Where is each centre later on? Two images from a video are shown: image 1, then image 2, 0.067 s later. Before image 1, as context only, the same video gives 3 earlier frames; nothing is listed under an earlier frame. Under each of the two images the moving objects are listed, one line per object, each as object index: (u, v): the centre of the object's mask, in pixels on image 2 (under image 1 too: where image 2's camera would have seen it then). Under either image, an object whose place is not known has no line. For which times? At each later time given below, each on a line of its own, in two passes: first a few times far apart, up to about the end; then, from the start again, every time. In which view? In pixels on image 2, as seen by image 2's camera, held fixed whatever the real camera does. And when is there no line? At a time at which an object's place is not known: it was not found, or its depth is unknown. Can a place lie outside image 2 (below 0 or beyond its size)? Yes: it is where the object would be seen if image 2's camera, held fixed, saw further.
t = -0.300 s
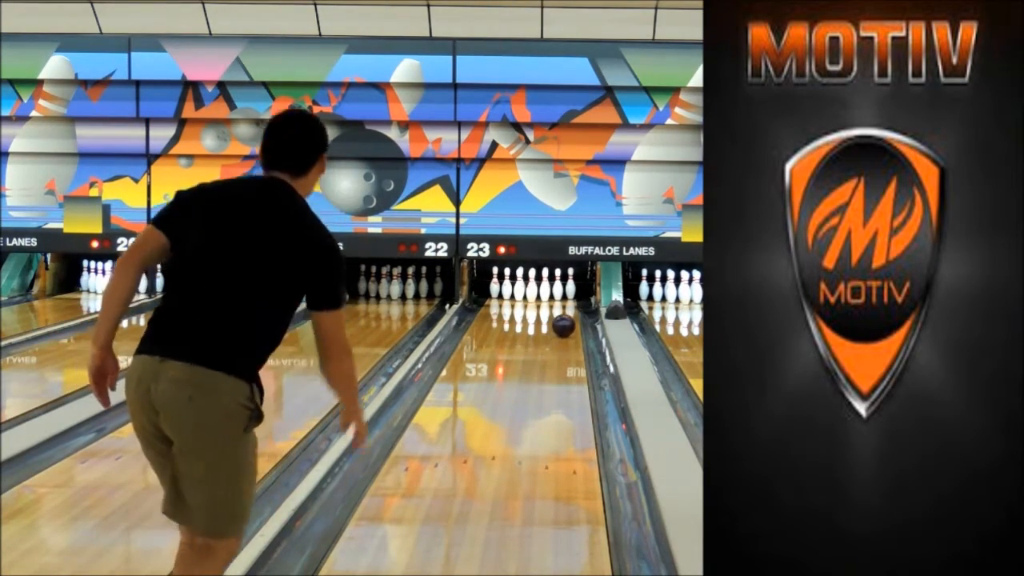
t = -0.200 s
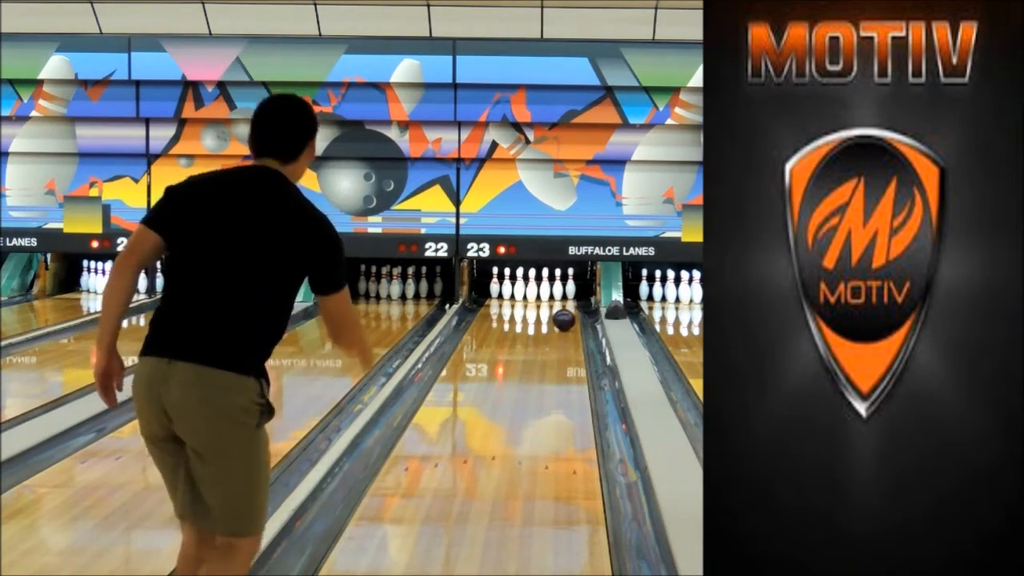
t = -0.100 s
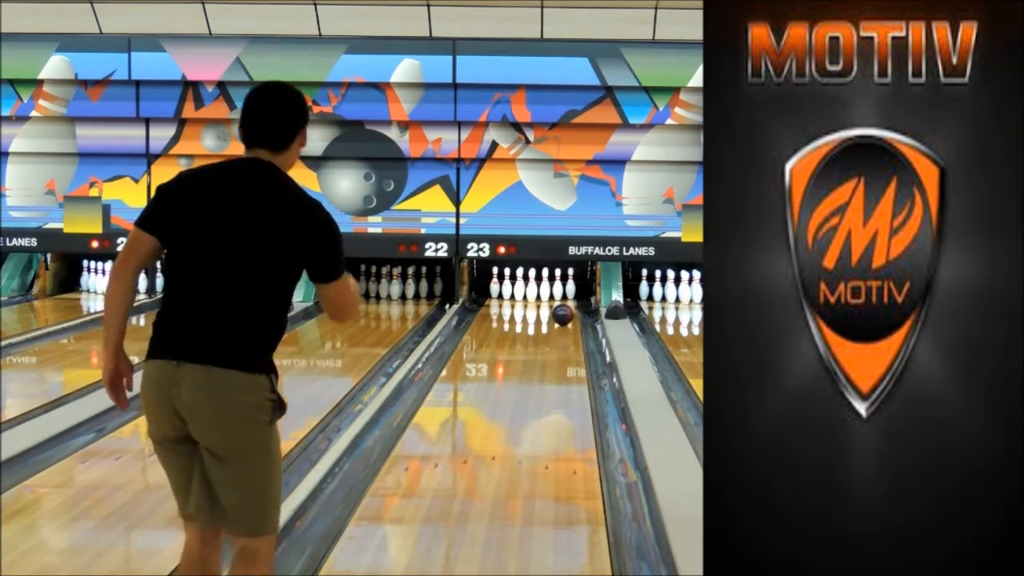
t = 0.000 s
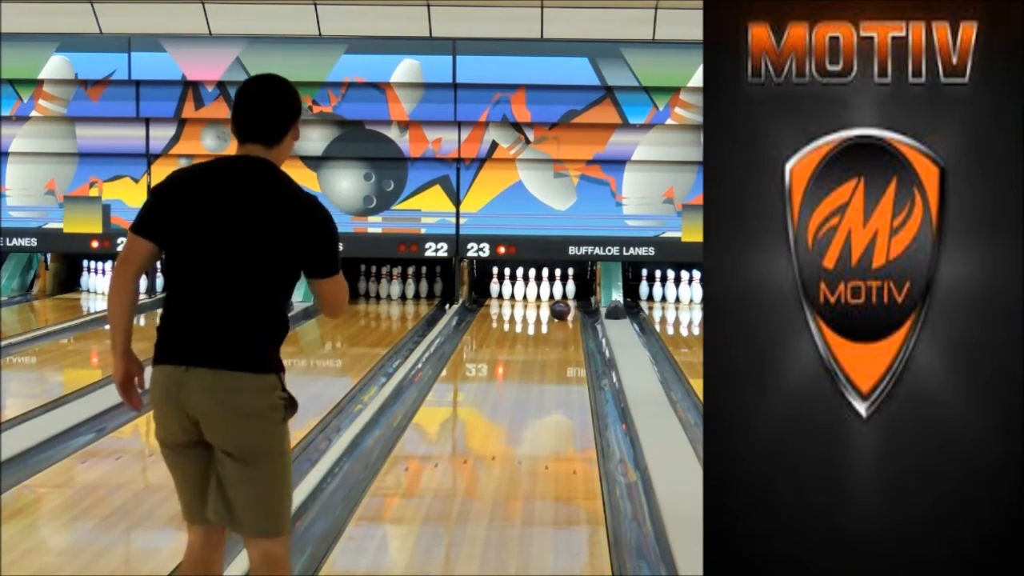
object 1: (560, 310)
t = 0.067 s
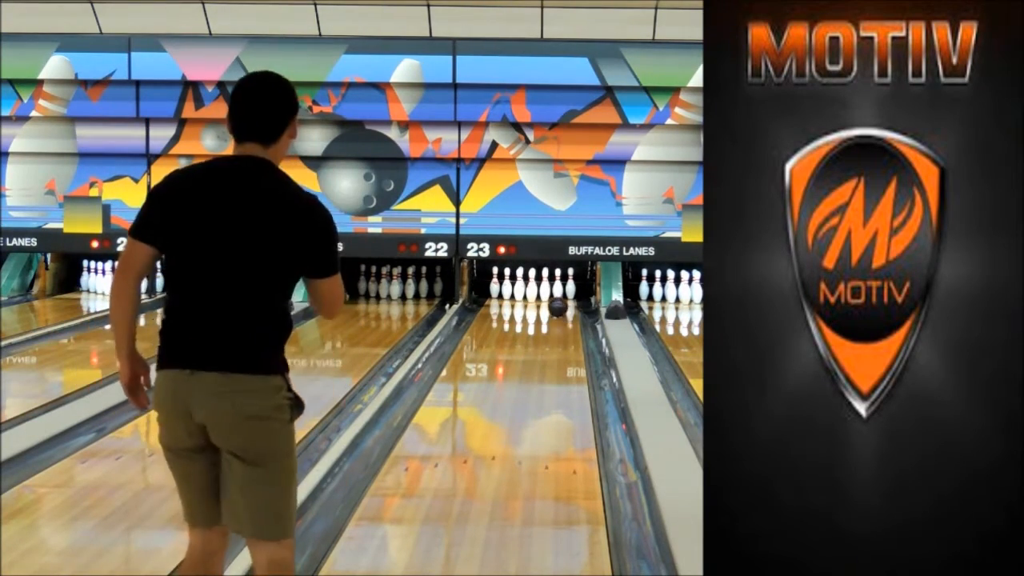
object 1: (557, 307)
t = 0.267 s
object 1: (546, 299)
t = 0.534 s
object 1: (537, 292)
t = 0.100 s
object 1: (556, 306)
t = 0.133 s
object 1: (555, 304)
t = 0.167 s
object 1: (553, 303)
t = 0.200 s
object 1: (551, 302)
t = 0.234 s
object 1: (549, 300)
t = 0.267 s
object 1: (546, 299)
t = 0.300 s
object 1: (545, 298)
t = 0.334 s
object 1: (543, 297)
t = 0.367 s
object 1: (541, 296)
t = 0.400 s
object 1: (539, 295)
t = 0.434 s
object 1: (539, 294)
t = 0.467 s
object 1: (538, 293)
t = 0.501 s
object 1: (537, 293)
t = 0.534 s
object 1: (537, 292)
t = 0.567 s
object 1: (537, 292)
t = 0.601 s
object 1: (536, 291)
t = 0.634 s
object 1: (536, 290)
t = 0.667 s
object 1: (534, 289)
